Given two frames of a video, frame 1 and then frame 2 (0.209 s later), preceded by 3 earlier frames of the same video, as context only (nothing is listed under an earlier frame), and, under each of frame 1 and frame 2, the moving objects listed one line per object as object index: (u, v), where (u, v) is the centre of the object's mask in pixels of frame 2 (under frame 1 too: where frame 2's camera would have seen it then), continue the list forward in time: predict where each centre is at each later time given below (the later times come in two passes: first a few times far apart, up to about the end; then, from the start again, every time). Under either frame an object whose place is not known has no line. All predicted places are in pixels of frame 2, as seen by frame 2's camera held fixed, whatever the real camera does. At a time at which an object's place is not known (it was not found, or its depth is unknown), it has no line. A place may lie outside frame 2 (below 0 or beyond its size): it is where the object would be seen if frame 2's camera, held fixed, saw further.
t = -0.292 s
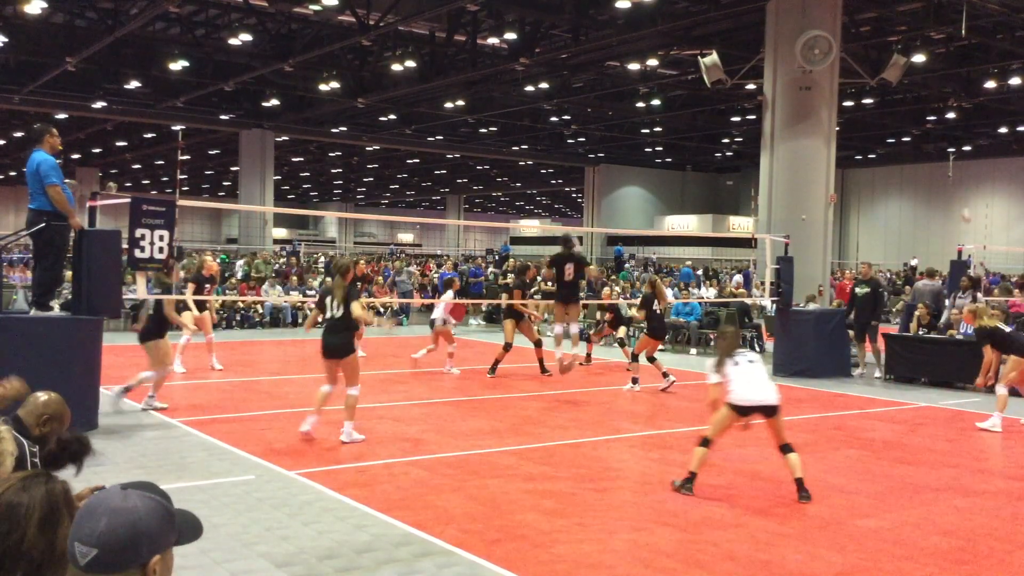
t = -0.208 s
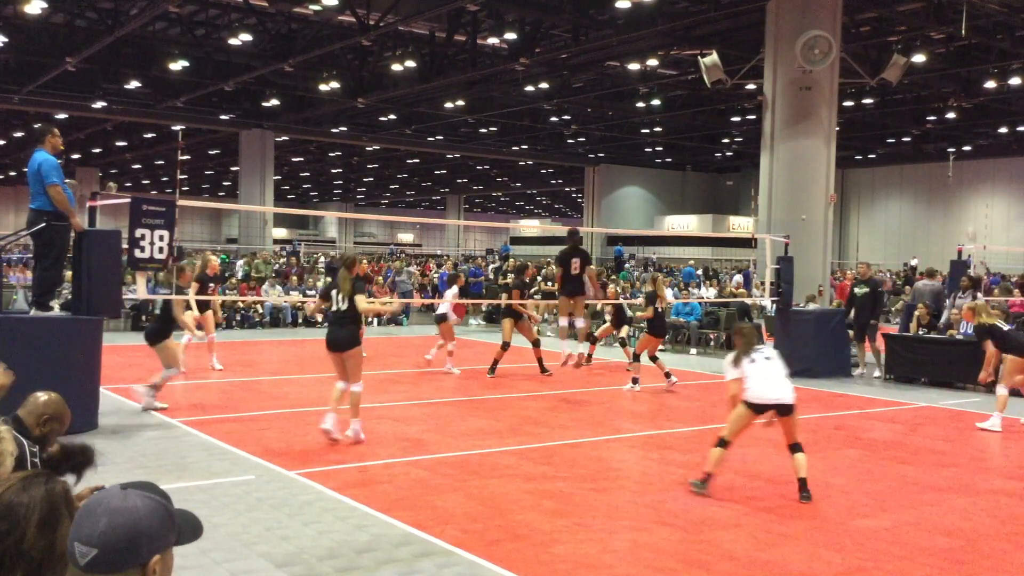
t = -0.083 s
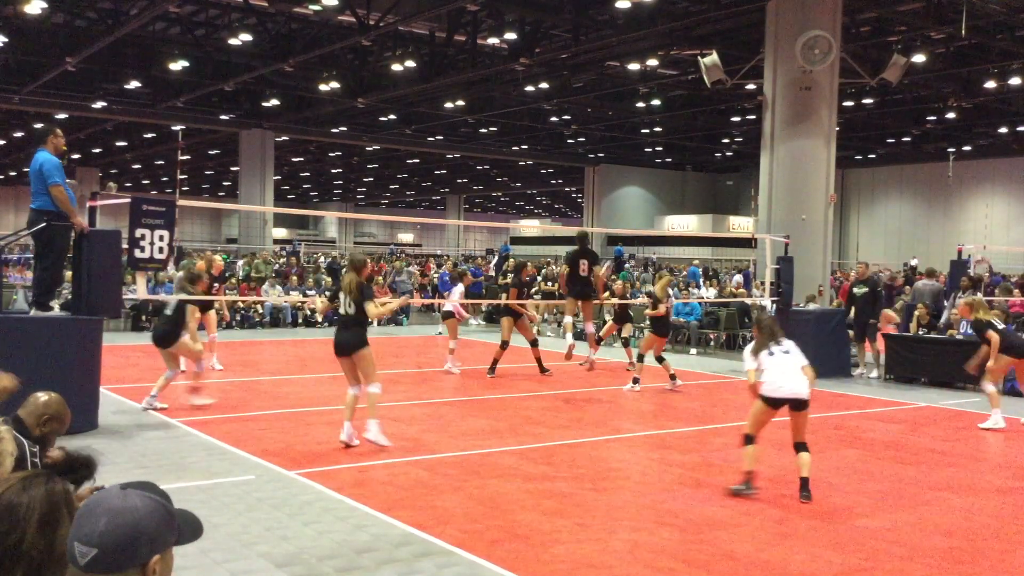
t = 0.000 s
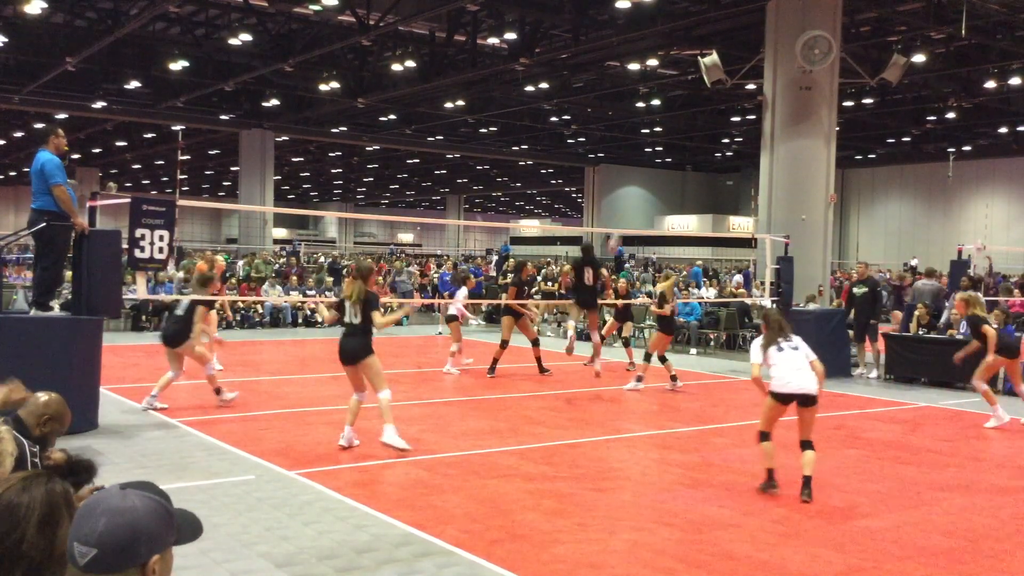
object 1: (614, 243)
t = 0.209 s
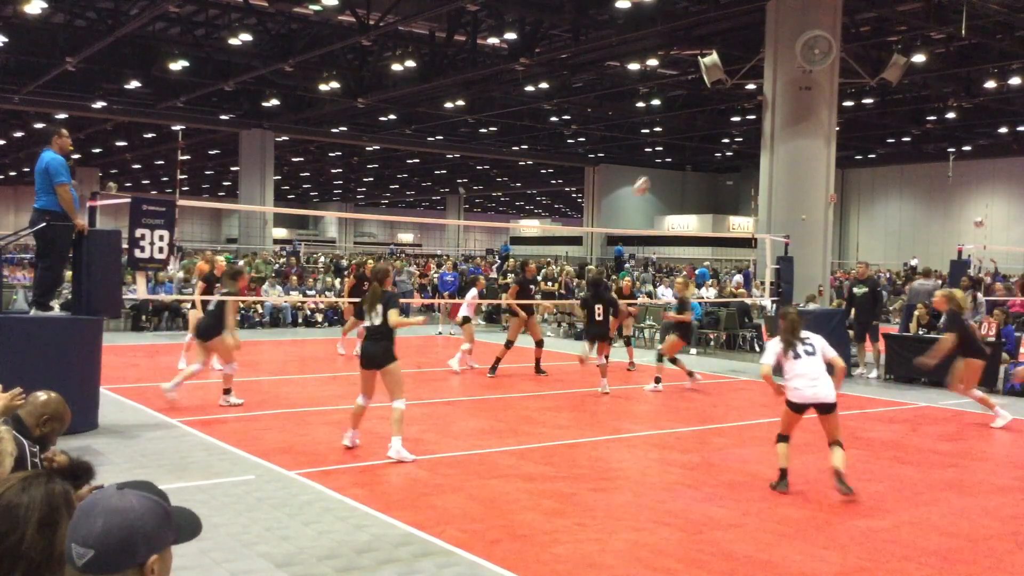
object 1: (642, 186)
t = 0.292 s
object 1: (653, 170)
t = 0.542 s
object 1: (695, 146)
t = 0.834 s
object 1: (752, 183)
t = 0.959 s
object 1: (786, 228)
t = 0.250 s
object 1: (647, 177)
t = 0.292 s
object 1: (653, 170)
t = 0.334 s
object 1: (658, 164)
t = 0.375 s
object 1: (666, 157)
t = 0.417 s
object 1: (673, 153)
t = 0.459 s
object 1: (680, 149)
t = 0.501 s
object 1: (687, 147)
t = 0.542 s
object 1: (695, 146)
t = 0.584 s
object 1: (703, 147)
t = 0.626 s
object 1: (710, 149)
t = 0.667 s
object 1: (718, 152)
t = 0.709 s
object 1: (728, 158)
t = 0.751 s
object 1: (736, 164)
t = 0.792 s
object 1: (746, 174)
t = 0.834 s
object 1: (752, 183)
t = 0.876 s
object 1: (763, 197)
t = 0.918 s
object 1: (774, 213)
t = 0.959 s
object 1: (786, 228)
